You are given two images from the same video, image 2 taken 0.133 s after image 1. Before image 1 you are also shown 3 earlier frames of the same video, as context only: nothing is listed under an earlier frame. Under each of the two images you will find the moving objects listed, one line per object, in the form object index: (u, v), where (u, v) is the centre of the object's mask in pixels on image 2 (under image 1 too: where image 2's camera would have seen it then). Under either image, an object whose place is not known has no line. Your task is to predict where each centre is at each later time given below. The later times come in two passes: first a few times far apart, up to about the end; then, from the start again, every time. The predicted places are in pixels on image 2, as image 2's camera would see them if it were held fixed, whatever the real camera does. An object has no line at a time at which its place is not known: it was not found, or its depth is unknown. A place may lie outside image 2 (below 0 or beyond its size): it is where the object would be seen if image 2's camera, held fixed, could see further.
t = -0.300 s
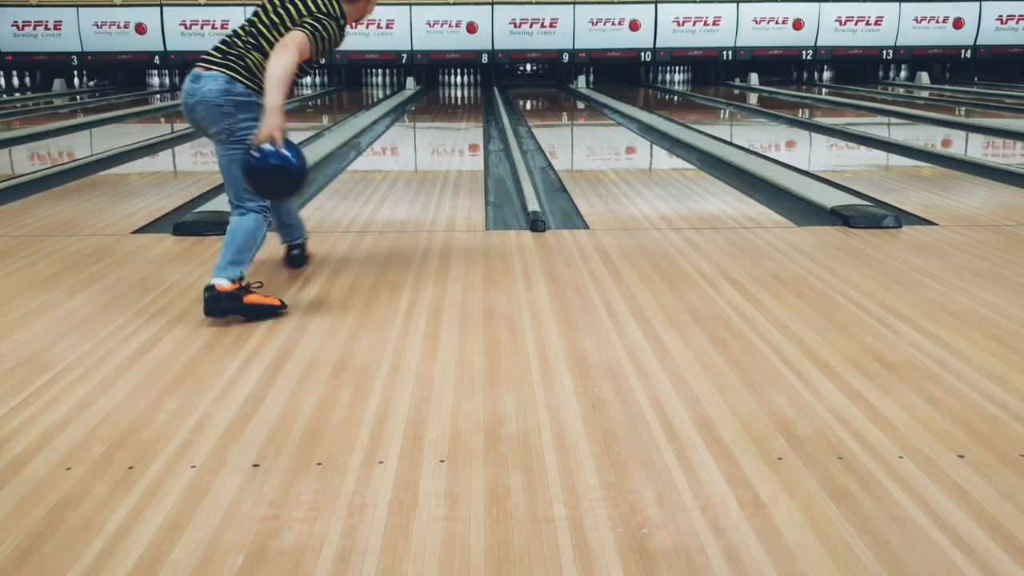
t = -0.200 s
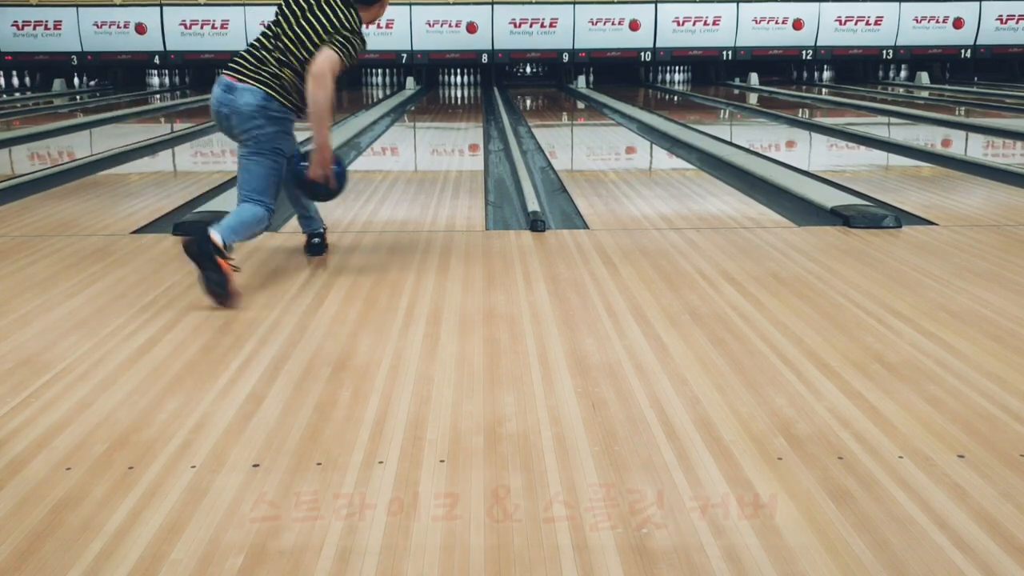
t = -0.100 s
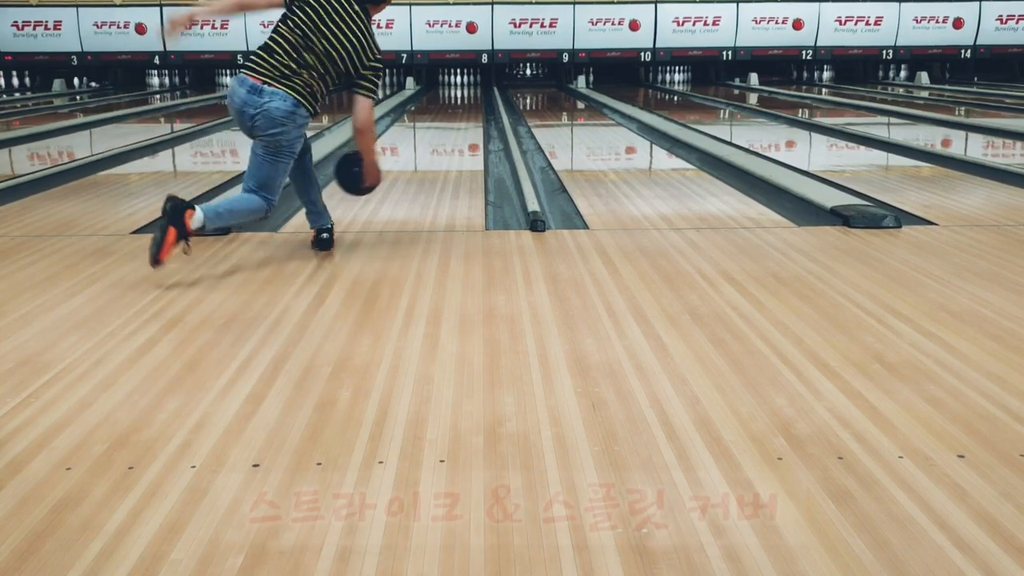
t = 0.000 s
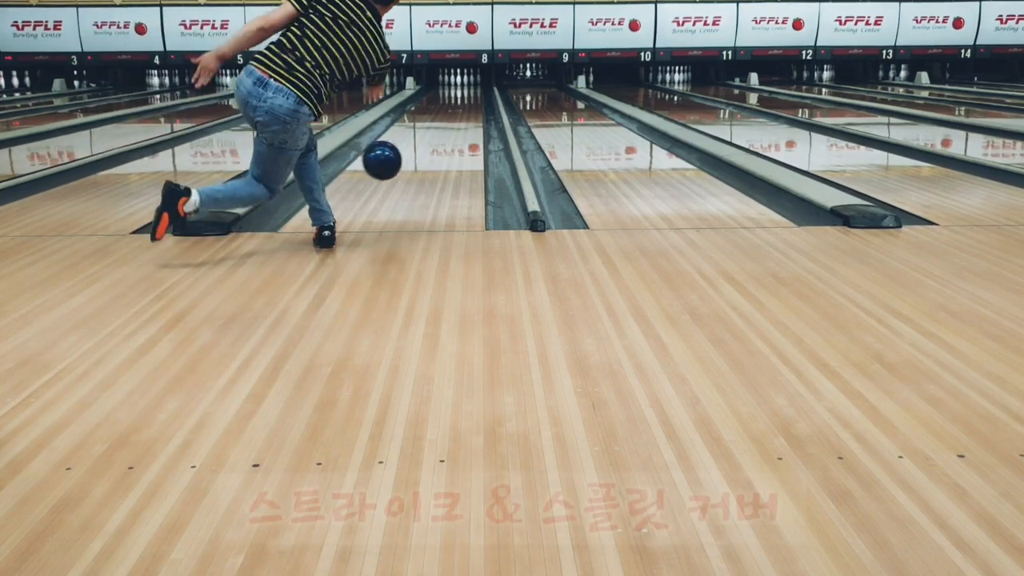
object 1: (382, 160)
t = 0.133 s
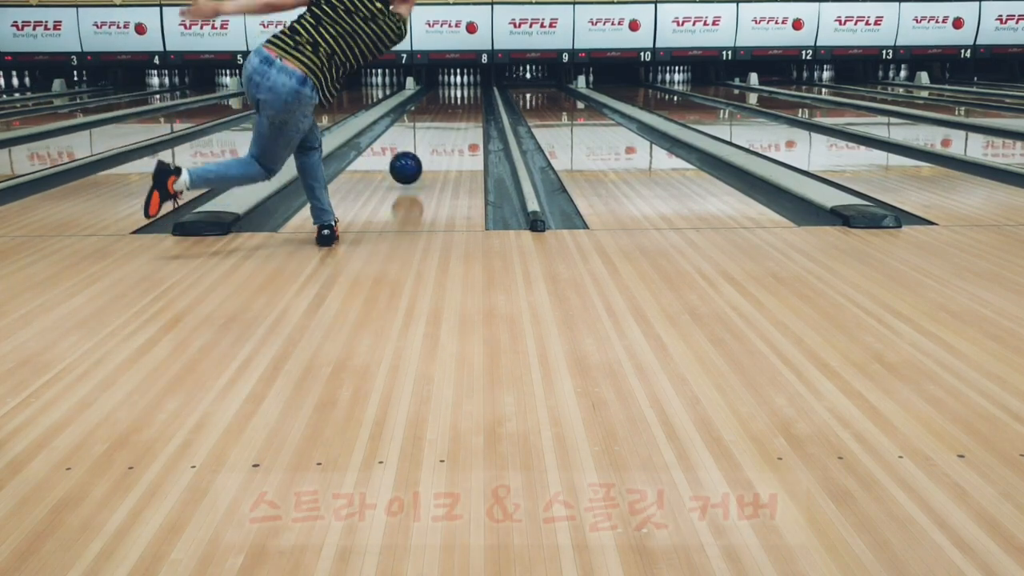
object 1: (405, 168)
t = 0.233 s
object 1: (418, 160)
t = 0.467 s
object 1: (439, 138)
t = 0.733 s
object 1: (454, 121)
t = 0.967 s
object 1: (464, 110)
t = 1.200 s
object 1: (468, 103)
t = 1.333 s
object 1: (472, 99)
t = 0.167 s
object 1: (410, 168)
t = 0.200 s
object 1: (414, 163)
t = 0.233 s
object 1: (418, 160)
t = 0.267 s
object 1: (422, 156)
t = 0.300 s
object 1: (425, 152)
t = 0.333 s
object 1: (428, 149)
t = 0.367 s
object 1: (431, 146)
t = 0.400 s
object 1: (434, 143)
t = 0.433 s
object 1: (437, 140)
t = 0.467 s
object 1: (439, 138)
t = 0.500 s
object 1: (441, 135)
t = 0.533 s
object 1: (444, 133)
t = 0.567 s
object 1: (445, 131)
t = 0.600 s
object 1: (447, 129)
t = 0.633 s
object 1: (449, 127)
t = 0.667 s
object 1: (451, 124)
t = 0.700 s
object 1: (453, 123)
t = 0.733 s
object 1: (454, 121)
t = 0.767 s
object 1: (456, 119)
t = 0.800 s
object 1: (457, 118)
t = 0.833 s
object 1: (458, 117)
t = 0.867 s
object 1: (459, 115)
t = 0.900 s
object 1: (460, 114)
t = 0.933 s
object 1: (463, 112)
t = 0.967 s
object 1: (464, 110)
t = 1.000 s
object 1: (464, 109)
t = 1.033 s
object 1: (465, 108)
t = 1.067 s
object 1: (466, 107)
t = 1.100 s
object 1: (467, 106)
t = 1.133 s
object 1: (468, 105)
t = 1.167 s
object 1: (468, 104)
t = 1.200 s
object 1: (468, 103)
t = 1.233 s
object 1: (468, 102)
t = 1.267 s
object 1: (468, 102)
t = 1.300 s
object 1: (469, 101)
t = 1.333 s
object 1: (472, 99)
